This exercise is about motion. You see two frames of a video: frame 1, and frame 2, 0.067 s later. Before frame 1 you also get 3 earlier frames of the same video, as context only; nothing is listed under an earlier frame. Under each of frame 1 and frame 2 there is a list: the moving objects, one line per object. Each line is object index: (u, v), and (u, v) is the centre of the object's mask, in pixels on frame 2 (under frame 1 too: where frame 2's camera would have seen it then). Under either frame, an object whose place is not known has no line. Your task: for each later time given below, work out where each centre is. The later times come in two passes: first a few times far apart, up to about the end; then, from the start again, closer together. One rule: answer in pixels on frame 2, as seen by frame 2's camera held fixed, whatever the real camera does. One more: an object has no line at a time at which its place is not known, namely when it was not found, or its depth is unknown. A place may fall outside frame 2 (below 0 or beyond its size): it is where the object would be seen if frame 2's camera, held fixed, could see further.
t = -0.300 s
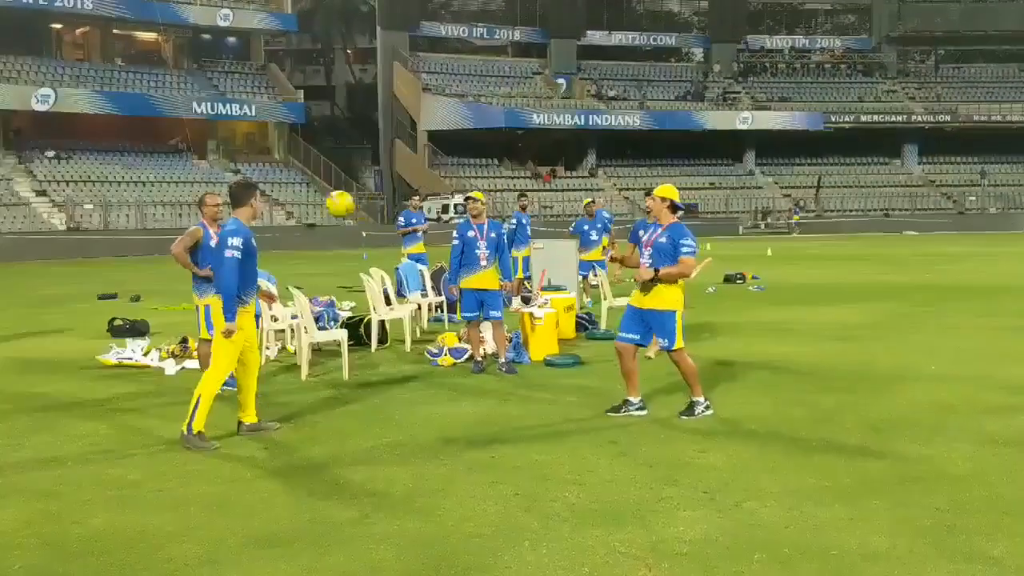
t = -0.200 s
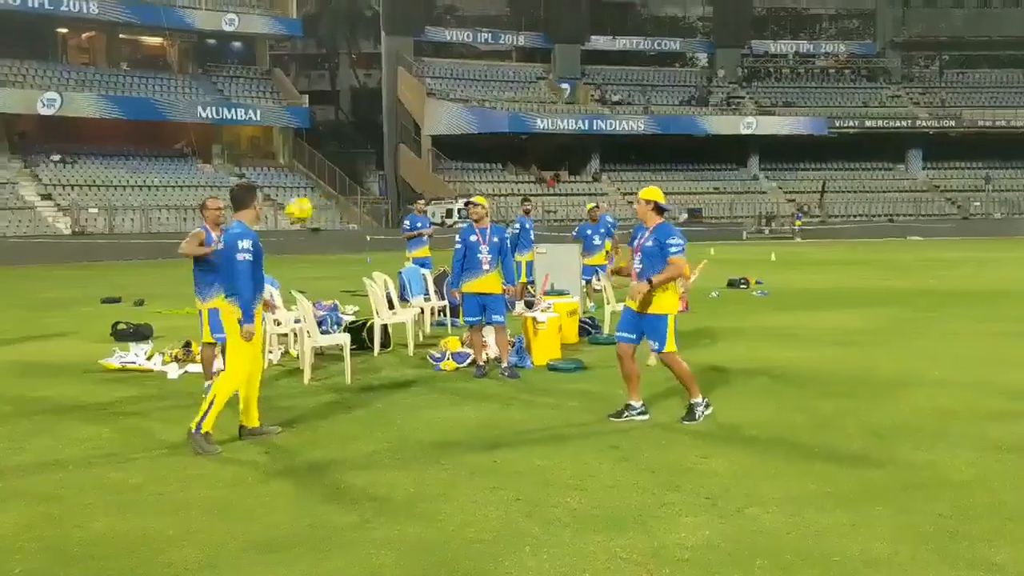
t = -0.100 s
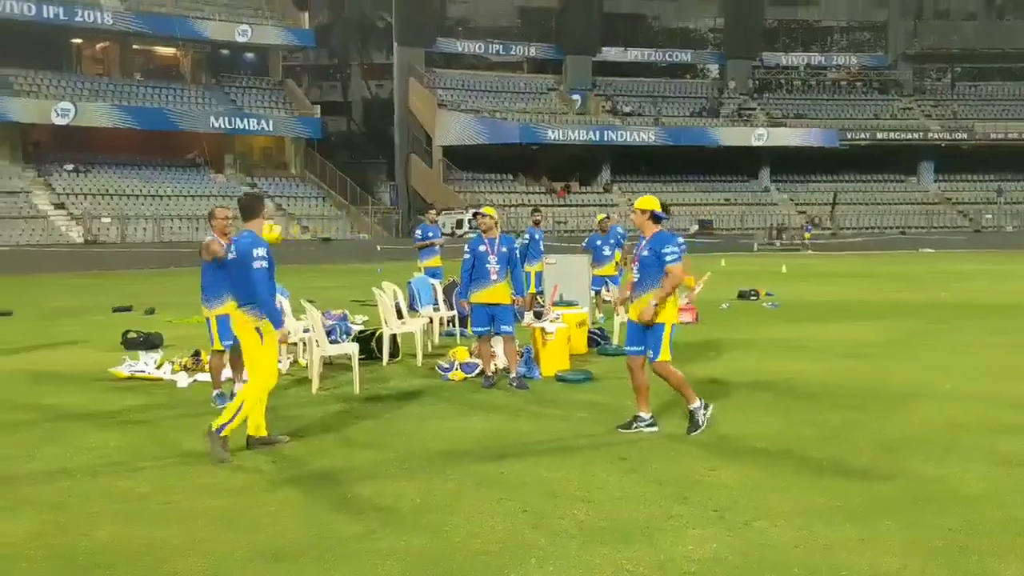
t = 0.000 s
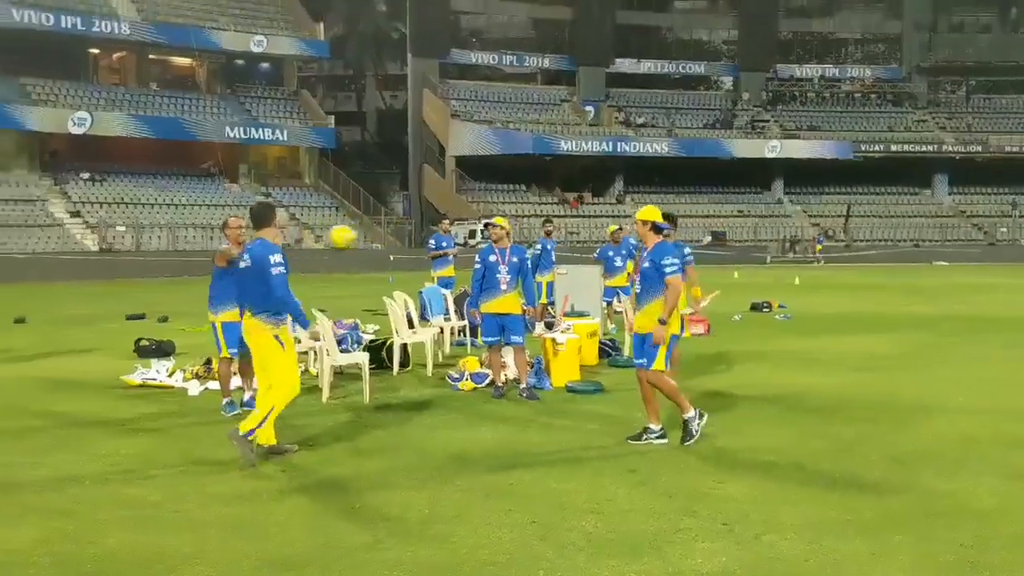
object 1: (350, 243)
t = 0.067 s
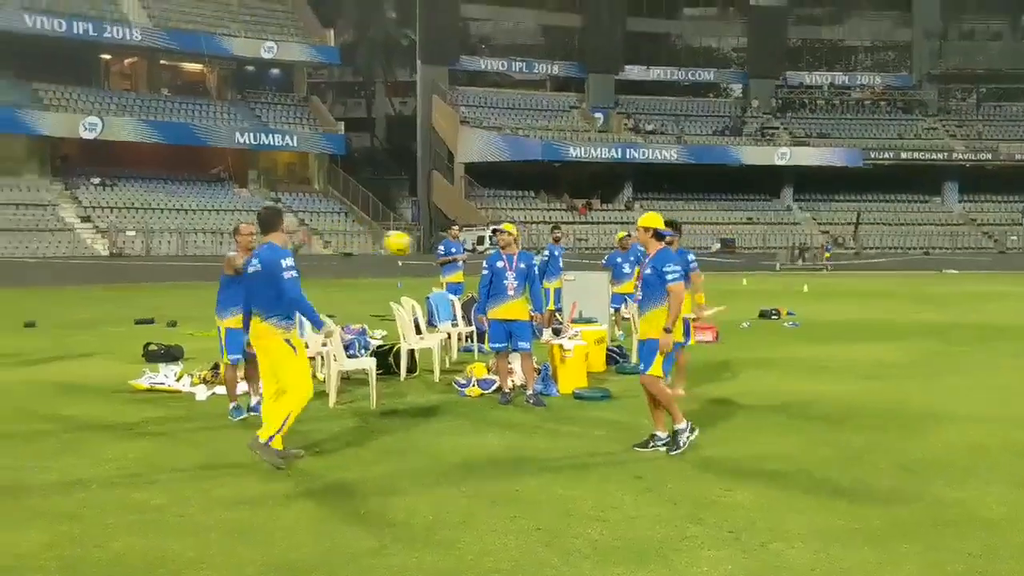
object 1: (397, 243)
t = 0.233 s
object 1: (517, 267)
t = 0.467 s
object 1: (685, 358)
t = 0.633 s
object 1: (781, 392)
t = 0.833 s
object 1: (854, 329)
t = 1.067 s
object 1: (942, 313)
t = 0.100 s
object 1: (420, 245)
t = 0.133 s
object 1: (444, 249)
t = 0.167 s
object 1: (468, 253)
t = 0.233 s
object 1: (517, 267)
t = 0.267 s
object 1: (540, 275)
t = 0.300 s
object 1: (562, 285)
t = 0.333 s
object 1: (587, 298)
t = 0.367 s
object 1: (607, 309)
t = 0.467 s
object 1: (685, 358)
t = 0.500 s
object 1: (707, 374)
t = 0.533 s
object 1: (731, 394)
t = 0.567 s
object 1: (755, 415)
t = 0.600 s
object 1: (769, 408)
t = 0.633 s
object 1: (781, 392)
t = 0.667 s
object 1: (794, 378)
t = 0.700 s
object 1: (806, 366)
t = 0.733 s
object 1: (818, 355)
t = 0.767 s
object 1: (831, 345)
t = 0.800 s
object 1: (842, 336)
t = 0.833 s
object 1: (854, 329)
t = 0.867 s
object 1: (867, 323)
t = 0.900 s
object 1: (879, 318)
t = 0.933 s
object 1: (892, 314)
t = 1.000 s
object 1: (917, 311)
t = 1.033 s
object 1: (929, 312)
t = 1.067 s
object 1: (942, 313)
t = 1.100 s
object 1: (955, 316)
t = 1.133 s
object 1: (966, 320)
